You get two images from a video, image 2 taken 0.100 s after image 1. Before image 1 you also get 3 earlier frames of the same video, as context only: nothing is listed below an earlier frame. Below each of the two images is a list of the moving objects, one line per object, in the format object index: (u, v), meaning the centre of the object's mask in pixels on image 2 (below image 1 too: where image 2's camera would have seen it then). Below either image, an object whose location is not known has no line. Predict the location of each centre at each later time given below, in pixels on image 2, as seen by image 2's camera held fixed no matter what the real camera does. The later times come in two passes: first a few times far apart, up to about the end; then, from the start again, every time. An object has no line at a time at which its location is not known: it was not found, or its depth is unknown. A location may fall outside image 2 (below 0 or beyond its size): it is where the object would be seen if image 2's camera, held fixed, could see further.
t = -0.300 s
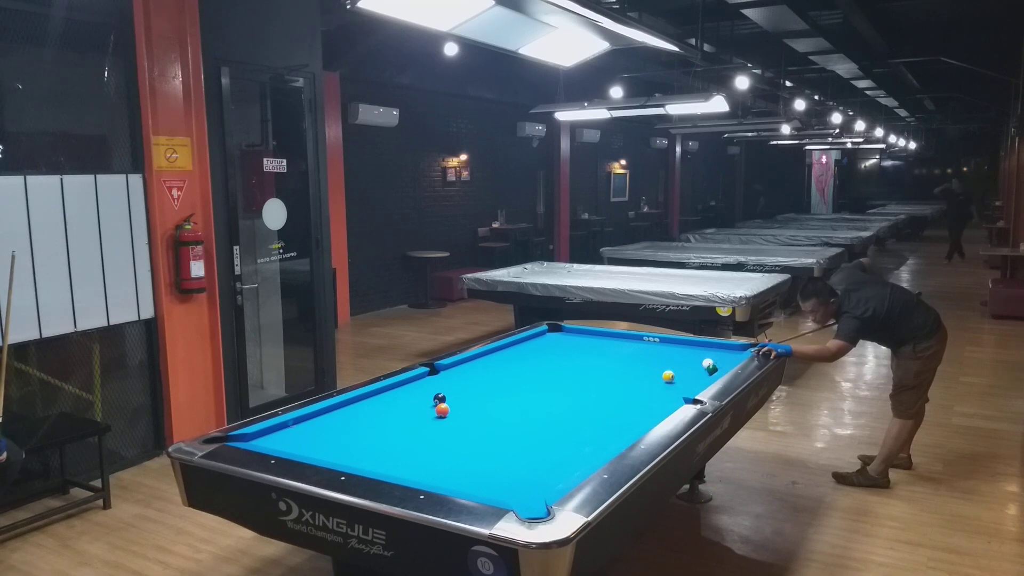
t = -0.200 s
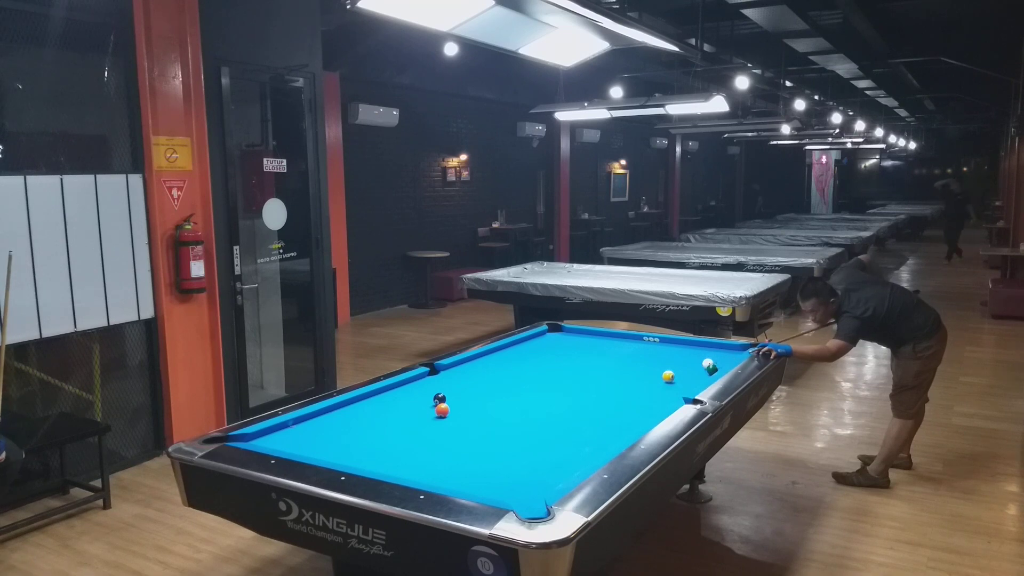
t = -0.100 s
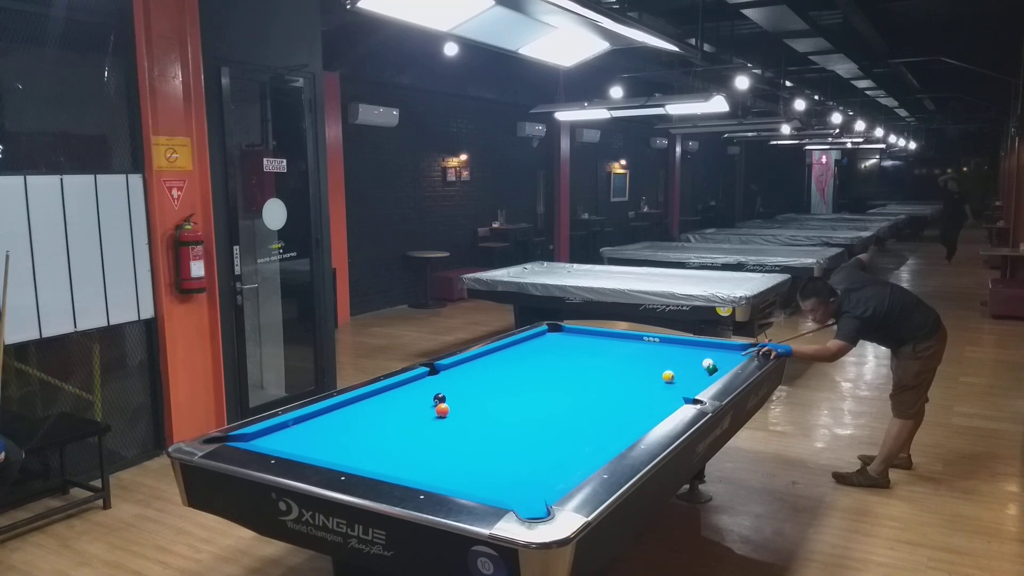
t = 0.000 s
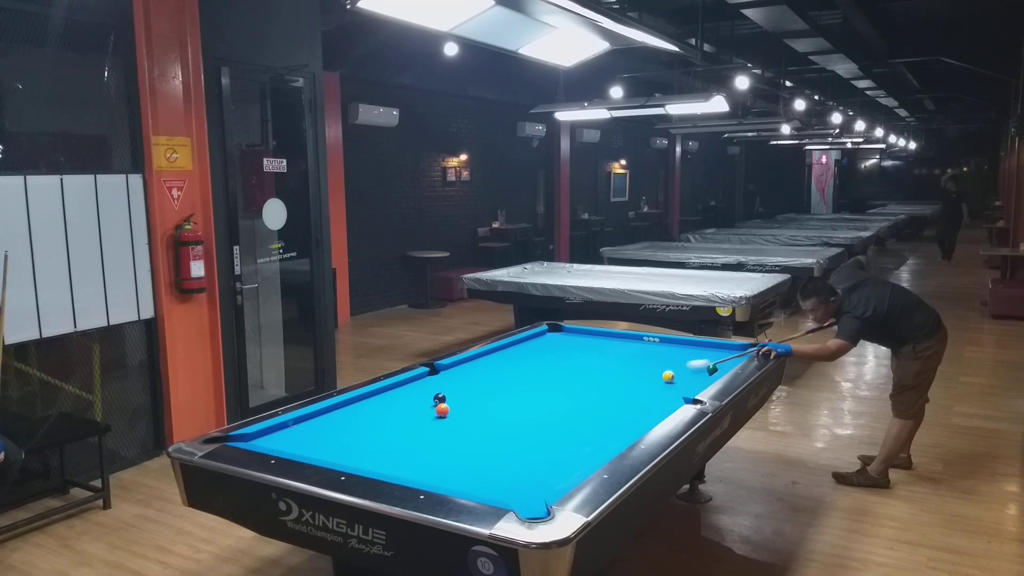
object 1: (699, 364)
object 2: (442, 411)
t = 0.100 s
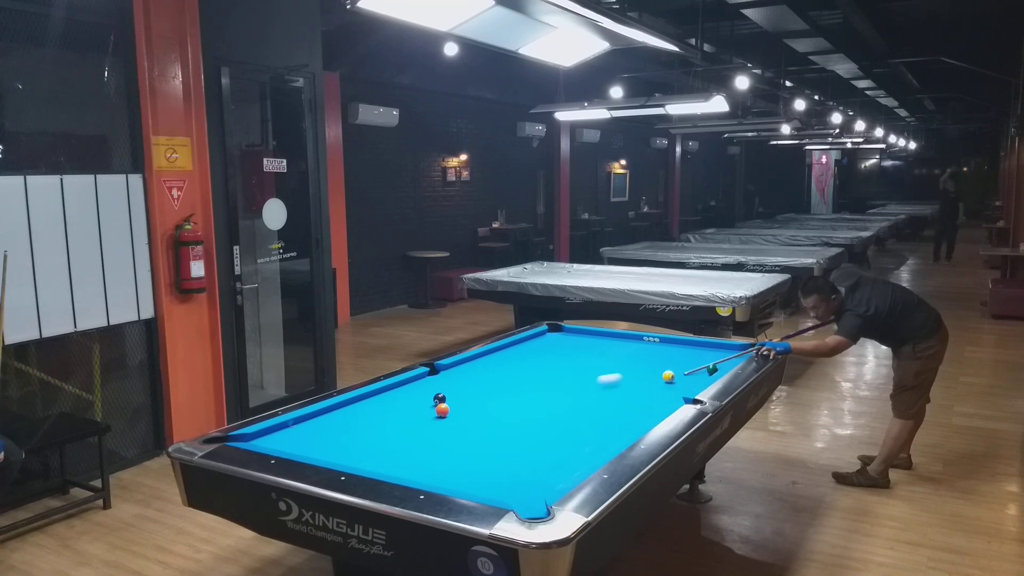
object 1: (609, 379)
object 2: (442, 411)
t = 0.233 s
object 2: (442, 411)
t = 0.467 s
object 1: (455, 418)
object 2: (259, 438)
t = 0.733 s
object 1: (449, 431)
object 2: (338, 407)
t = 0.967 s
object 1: (443, 443)
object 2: (391, 389)
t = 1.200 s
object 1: (436, 455)
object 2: (435, 374)
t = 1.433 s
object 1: (430, 469)
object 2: (473, 362)
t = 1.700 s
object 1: (431, 478)
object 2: (511, 349)
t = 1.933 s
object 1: (454, 476)
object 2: (539, 340)
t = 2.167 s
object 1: (477, 473)
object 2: (565, 332)
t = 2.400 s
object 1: (498, 470)
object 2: (560, 334)
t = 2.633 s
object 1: (516, 468)
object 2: (547, 338)
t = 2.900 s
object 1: (536, 466)
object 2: (532, 343)
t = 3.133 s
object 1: (551, 464)
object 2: (518, 347)
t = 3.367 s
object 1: (565, 462)
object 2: (504, 352)
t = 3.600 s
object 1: (577, 461)
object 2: (490, 356)
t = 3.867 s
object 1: (588, 457)
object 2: (473, 362)
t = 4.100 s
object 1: (587, 456)
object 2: (459, 367)
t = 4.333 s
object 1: (587, 455)
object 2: (444, 372)
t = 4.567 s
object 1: (586, 455)
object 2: (429, 377)
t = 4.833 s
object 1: (585, 454)
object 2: (411, 384)
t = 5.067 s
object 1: (585, 454)
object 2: (396, 389)
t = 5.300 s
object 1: (585, 454)
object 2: (381, 395)
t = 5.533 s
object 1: (585, 454)
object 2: (365, 400)
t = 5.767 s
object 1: (585, 453)
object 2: (350, 406)
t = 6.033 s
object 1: (585, 454)
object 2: (332, 413)
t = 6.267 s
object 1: (585, 454)
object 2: (316, 419)
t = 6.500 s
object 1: (585, 454)
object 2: (300, 425)
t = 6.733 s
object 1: (585, 454)
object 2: (284, 431)
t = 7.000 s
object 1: (585, 454)
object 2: (265, 438)
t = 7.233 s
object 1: (585, 454)
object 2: (250, 440)
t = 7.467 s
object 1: (585, 454)
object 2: (246, 439)
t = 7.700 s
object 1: (585, 454)
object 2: (244, 438)
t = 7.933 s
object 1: (585, 454)
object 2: (244, 438)
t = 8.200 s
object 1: (585, 454)
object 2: (244, 439)
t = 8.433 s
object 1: (585, 454)
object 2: (243, 439)
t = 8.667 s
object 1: (585, 454)
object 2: (243, 439)
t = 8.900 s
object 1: (585, 454)
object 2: (243, 440)
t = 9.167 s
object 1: (585, 454)
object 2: (243, 440)
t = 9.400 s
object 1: (585, 454)
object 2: (243, 440)
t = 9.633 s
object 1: (585, 454)
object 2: (243, 440)
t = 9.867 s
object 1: (585, 454)
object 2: (243, 440)
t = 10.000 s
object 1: (585, 454)
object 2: (243, 440)
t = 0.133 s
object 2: (442, 411)
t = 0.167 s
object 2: (442, 411)
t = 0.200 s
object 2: (442, 411)
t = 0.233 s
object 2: (442, 411)
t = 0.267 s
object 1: (455, 408)
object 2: (424, 412)
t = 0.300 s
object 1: (456, 409)
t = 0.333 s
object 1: (457, 412)
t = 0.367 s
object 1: (457, 414)
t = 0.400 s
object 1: (457, 415)
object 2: (264, 434)
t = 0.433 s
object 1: (456, 417)
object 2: (249, 439)
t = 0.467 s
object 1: (455, 418)
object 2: (259, 438)
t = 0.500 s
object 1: (454, 420)
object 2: (271, 434)
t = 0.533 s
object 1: (454, 422)
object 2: (283, 429)
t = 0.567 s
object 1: (453, 423)
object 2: (294, 425)
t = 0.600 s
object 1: (452, 425)
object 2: (304, 421)
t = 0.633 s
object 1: (451, 427)
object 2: (313, 417)
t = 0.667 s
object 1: (450, 428)
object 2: (322, 413)
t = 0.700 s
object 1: (450, 430)
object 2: (330, 410)
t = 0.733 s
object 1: (449, 431)
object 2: (338, 407)
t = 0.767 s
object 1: (448, 433)
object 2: (346, 404)
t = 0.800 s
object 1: (447, 435)
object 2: (354, 402)
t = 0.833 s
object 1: (447, 437)
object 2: (362, 399)
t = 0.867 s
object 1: (446, 438)
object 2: (369, 397)
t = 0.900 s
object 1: (445, 439)
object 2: (376, 394)
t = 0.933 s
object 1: (444, 441)
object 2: (384, 391)
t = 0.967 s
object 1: (443, 443)
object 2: (391, 389)
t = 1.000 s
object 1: (442, 445)
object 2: (397, 387)
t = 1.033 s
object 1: (441, 446)
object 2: (404, 385)
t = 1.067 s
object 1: (441, 448)
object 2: (410, 383)
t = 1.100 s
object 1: (439, 450)
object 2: (417, 380)
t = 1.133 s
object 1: (438, 452)
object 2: (423, 378)
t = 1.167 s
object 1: (437, 453)
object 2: (429, 376)
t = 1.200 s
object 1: (436, 455)
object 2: (435, 374)
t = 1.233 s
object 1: (435, 457)
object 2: (441, 372)
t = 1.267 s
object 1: (435, 459)
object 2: (447, 371)
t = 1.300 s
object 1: (434, 461)
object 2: (452, 369)
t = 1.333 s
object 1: (433, 463)
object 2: (458, 367)
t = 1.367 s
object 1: (432, 465)
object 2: (463, 365)
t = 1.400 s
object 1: (431, 467)
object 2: (468, 363)
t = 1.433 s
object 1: (430, 469)
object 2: (473, 362)
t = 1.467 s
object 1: (429, 470)
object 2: (478, 360)
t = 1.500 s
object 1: (428, 473)
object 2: (483, 358)
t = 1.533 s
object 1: (427, 474)
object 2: (488, 357)
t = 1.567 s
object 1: (426, 475)
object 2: (493, 355)
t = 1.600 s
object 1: (425, 476)
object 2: (497, 354)
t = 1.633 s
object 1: (424, 477)
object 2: (502, 352)
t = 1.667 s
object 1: (427, 478)
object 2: (506, 351)
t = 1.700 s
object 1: (431, 478)
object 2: (511, 349)
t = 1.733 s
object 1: (434, 478)
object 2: (515, 348)
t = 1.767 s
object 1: (437, 477)
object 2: (519, 346)
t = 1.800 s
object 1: (441, 477)
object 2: (524, 345)
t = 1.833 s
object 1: (444, 477)
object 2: (528, 344)
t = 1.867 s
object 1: (448, 477)
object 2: (532, 343)
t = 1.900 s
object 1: (451, 477)
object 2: (536, 341)
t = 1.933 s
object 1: (454, 476)
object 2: (539, 340)
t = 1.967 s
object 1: (458, 476)
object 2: (543, 339)
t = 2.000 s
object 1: (461, 476)
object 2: (547, 338)
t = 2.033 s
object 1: (464, 475)
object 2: (551, 336)
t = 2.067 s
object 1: (467, 475)
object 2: (554, 335)
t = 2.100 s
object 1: (471, 474)
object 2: (558, 334)
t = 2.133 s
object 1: (474, 474)
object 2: (561, 333)
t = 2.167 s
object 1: (477, 473)
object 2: (565, 332)
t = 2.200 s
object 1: (480, 473)
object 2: (568, 331)
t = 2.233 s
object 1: (483, 472)
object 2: (569, 330)
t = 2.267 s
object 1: (486, 472)
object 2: (568, 331)
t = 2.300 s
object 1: (489, 472)
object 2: (566, 332)
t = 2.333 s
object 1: (491, 471)
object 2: (564, 332)
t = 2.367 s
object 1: (494, 471)
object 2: (562, 333)
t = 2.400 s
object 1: (498, 470)
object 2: (560, 334)
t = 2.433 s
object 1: (500, 470)
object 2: (558, 334)
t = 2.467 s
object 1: (503, 470)
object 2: (557, 335)
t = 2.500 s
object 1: (506, 469)
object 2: (555, 335)
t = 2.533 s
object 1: (508, 469)
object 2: (553, 336)
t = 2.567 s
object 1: (511, 469)
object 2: (551, 336)
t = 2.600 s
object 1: (513, 468)
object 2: (549, 337)
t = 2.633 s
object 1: (516, 468)
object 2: (547, 338)
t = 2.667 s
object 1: (519, 468)
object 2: (545, 338)
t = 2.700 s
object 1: (521, 467)
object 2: (543, 339)
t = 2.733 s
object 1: (523, 467)
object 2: (542, 339)
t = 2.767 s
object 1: (526, 467)
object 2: (540, 340)
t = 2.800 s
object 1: (529, 466)
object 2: (538, 341)
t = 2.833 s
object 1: (531, 466)
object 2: (536, 341)
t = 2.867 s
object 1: (533, 466)
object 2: (534, 342)
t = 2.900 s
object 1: (536, 466)
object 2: (532, 343)
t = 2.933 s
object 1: (538, 465)
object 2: (530, 343)
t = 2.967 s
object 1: (540, 465)
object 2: (528, 344)
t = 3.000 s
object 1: (543, 465)
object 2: (526, 344)
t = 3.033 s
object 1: (545, 464)
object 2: (524, 345)
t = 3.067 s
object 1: (547, 464)
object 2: (522, 346)
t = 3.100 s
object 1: (549, 464)
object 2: (520, 346)
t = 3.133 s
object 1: (551, 464)
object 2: (518, 347)
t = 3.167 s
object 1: (553, 463)
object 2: (516, 348)
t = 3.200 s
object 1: (555, 463)
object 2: (514, 348)
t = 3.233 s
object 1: (557, 462)
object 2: (512, 349)
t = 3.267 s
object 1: (559, 462)
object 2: (510, 350)
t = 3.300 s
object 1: (561, 462)
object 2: (508, 350)
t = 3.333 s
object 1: (563, 462)
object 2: (506, 351)
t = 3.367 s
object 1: (565, 462)
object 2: (504, 352)
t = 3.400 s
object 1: (567, 462)
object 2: (502, 352)
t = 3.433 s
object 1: (569, 462)
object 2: (500, 353)
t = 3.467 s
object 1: (571, 461)
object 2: (498, 354)
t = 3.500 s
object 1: (573, 461)
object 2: (496, 354)
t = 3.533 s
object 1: (574, 461)
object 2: (494, 355)
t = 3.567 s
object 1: (576, 461)
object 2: (492, 356)
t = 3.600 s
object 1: (577, 461)
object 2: (490, 356)
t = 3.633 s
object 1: (579, 460)
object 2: (488, 357)
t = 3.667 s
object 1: (581, 460)
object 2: (486, 358)
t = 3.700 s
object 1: (582, 459)
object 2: (484, 358)
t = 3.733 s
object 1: (584, 459)
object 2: (481, 359)
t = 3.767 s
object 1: (585, 458)
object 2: (479, 360)
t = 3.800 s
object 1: (587, 458)
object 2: (477, 360)
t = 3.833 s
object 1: (588, 457)
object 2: (475, 361)
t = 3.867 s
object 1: (588, 457)
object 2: (473, 362)
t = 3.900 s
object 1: (588, 456)
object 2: (471, 362)
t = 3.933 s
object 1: (588, 457)
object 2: (469, 363)
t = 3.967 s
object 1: (588, 457)
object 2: (467, 364)
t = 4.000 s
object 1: (588, 457)
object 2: (465, 365)
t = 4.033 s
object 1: (588, 456)
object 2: (463, 365)
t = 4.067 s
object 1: (588, 456)
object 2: (461, 366)
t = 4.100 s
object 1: (587, 456)
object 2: (459, 367)
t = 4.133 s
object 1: (587, 456)
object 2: (456, 368)
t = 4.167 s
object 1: (587, 456)
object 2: (454, 368)
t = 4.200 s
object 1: (587, 455)
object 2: (452, 369)
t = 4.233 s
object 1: (587, 455)
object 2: (450, 370)
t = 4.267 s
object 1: (587, 455)
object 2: (448, 371)
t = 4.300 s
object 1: (587, 455)
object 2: (446, 371)
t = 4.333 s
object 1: (587, 455)
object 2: (444, 372)
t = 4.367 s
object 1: (586, 455)
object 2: (442, 373)
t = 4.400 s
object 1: (586, 455)
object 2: (440, 373)
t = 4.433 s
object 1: (586, 455)
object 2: (437, 374)
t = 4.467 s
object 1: (586, 455)
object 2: (435, 375)
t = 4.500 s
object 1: (586, 454)
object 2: (433, 376)
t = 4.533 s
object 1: (586, 455)
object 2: (431, 376)
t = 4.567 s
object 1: (586, 455)
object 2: (429, 377)
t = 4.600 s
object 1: (586, 454)
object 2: (427, 378)
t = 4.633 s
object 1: (585, 454)
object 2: (425, 379)
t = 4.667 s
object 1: (586, 454)
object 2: (422, 379)
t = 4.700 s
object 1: (585, 454)
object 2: (420, 380)
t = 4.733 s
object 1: (585, 454)
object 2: (418, 381)
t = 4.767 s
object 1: (585, 454)
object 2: (416, 382)
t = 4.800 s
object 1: (585, 454)
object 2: (414, 383)
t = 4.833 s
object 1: (585, 454)
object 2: (411, 384)
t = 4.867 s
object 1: (585, 454)
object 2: (409, 384)
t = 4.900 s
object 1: (585, 454)
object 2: (407, 385)
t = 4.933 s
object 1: (585, 454)
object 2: (405, 386)
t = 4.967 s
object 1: (585, 454)
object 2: (403, 387)
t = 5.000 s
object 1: (585, 454)
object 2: (401, 387)
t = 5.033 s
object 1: (585, 454)
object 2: (398, 388)
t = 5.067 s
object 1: (585, 454)
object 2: (396, 389)
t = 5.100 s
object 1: (585, 454)
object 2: (394, 390)
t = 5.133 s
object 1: (585, 454)
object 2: (392, 391)
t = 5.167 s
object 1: (585, 454)
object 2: (390, 391)
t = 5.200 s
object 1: (585, 453)
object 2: (387, 392)
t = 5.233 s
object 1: (585, 454)
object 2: (385, 393)
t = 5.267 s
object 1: (585, 454)
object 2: (383, 394)
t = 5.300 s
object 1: (585, 454)
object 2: (381, 395)
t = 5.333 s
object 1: (585, 454)
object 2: (379, 395)
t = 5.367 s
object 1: (585, 454)
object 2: (376, 396)
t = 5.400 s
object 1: (585, 454)
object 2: (374, 397)
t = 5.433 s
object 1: (585, 454)
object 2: (372, 398)
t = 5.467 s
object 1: (585, 454)
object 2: (370, 399)
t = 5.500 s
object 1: (585, 454)
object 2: (368, 399)
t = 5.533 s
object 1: (585, 454)
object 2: (365, 400)
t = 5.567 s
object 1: (585, 454)
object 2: (364, 401)
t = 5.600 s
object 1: (585, 454)
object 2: (361, 402)
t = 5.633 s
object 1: (585, 454)
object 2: (359, 403)
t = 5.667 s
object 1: (585, 454)
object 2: (357, 404)
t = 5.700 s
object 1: (585, 454)
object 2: (355, 404)
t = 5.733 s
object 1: (585, 454)
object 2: (352, 405)
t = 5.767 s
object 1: (585, 453)
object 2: (350, 406)
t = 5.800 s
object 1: (585, 454)
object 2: (348, 407)
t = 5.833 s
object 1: (585, 454)
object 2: (346, 408)
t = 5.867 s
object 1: (585, 454)
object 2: (343, 409)
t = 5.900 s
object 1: (585, 454)
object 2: (341, 410)
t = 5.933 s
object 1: (585, 454)
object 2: (339, 410)
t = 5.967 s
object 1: (585, 453)
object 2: (336, 411)
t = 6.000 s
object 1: (585, 454)
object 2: (334, 412)
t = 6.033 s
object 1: (585, 454)
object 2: (332, 413)
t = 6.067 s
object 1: (585, 454)
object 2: (330, 414)
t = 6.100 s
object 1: (585, 454)
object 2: (327, 415)
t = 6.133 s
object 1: (585, 454)
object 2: (325, 416)
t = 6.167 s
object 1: (585, 454)
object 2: (323, 417)
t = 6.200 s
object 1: (585, 454)
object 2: (321, 417)
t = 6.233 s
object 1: (585, 454)
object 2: (318, 418)
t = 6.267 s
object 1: (585, 454)
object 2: (316, 419)
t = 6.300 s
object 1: (585, 454)
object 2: (314, 420)
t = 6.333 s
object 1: (585, 454)
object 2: (311, 421)
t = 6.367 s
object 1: (585, 454)
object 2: (309, 422)
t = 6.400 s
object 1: (585, 454)
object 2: (307, 423)
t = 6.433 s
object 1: (585, 454)
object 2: (304, 423)
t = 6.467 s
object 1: (585, 454)
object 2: (302, 424)
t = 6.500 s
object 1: (585, 454)
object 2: (300, 425)
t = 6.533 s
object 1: (585, 454)
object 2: (298, 426)
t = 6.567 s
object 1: (585, 454)
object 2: (295, 427)
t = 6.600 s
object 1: (585, 454)
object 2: (293, 428)
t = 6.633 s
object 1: (585, 454)
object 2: (291, 429)
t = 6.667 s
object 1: (585, 454)
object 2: (289, 429)
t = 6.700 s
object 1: (585, 454)
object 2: (286, 430)
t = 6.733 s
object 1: (585, 454)
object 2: (284, 431)
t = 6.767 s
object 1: (585, 454)
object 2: (282, 432)
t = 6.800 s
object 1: (585, 454)
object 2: (279, 433)
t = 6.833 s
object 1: (585, 454)
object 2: (277, 434)
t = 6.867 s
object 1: (585, 454)
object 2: (275, 435)
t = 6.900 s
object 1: (585, 454)
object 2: (272, 435)
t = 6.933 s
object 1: (585, 454)
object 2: (270, 437)
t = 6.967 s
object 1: (585, 454)
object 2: (268, 437)
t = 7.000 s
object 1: (585, 454)
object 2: (265, 438)
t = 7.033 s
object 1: (585, 454)
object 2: (263, 438)
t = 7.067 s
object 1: (585, 454)
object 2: (261, 439)
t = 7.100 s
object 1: (585, 454)
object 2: (259, 439)
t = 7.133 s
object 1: (585, 454)
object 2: (256, 439)
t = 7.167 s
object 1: (585, 454)
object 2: (254, 440)
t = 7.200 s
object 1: (585, 454)
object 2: (252, 440)
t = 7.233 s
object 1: (585, 454)
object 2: (250, 440)
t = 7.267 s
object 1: (585, 454)
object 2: (249, 440)
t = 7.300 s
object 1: (585, 454)
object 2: (248, 440)
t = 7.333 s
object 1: (585, 454)
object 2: (248, 440)
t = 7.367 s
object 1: (585, 454)
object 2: (247, 439)
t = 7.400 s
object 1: (585, 454)
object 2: (247, 439)
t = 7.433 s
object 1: (585, 454)
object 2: (247, 439)
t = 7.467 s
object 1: (585, 454)
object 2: (246, 439)
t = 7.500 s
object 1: (585, 454)
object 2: (246, 438)
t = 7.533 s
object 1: (585, 454)
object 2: (246, 438)
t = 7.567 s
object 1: (585, 454)
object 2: (245, 438)
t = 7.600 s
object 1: (585, 454)
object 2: (245, 438)
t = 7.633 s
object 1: (585, 454)
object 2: (244, 437)
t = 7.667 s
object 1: (585, 454)
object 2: (244, 437)
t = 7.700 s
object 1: (585, 454)
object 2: (244, 438)
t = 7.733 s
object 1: (585, 454)
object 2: (244, 438)
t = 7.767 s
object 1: (585, 454)
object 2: (244, 438)
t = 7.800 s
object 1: (585, 454)
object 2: (244, 438)
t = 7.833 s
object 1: (585, 454)
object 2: (244, 438)
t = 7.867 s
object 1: (585, 454)
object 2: (244, 438)
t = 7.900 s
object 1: (585, 454)
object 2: (244, 438)
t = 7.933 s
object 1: (585, 454)
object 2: (244, 438)
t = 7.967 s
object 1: (585, 454)
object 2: (244, 438)
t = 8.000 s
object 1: (585, 454)
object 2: (244, 438)
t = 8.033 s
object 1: (585, 454)
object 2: (244, 438)
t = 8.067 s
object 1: (585, 454)
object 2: (244, 438)
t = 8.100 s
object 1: (585, 454)
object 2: (244, 439)
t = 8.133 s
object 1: (585, 454)
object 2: (244, 439)
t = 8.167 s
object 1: (585, 454)
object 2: (244, 439)
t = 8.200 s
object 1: (585, 454)
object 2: (244, 439)
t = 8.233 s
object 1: (585, 454)
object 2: (244, 439)
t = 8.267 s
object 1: (585, 454)
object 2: (244, 439)
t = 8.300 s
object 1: (585, 454)
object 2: (244, 439)
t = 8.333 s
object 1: (585, 453)
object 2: (244, 439)
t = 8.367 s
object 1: (585, 454)
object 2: (244, 439)
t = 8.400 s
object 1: (585, 454)
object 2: (244, 439)
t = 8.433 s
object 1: (585, 454)
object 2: (243, 439)
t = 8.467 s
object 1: (585, 454)
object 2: (243, 439)
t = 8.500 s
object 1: (585, 454)
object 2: (243, 439)
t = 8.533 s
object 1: (585, 454)
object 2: (243, 439)
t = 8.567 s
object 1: (585, 454)
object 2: (243, 439)
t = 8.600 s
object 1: (585, 454)
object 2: (243, 439)
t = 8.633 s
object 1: (585, 454)
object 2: (243, 439)
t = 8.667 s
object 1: (585, 454)
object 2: (243, 439)
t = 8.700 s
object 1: (585, 454)
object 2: (243, 440)
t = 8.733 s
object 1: (585, 454)
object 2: (243, 439)
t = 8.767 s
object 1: (585, 454)
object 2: (243, 439)
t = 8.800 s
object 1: (585, 454)
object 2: (243, 440)
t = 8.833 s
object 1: (585, 454)
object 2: (243, 440)
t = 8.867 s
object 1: (585, 454)
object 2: (243, 440)
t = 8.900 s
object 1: (585, 454)
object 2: (243, 440)
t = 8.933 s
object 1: (585, 454)
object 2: (243, 440)
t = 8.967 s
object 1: (585, 454)
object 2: (243, 440)
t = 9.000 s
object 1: (585, 454)
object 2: (243, 440)
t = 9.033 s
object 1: (585, 454)
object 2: (243, 440)
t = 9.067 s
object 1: (585, 454)
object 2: (243, 440)
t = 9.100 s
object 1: (585, 454)
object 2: (243, 440)
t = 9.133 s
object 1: (585, 454)
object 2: (243, 440)
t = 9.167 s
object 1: (585, 454)
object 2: (243, 440)
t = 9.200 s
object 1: (585, 454)
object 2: (243, 440)
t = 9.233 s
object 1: (585, 454)
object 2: (243, 440)
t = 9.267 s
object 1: (585, 454)
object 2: (243, 440)
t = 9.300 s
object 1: (585, 454)
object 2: (243, 440)
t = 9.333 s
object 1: (585, 454)
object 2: (243, 440)
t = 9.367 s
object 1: (585, 454)
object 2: (243, 440)
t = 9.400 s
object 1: (585, 454)
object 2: (243, 440)
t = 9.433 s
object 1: (585, 454)
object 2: (243, 440)
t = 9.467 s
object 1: (585, 454)
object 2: (243, 440)
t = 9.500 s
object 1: (585, 454)
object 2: (243, 440)
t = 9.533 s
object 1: (585, 454)
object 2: (243, 440)
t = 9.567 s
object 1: (585, 454)
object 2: (243, 440)
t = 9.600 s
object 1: (585, 454)
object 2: (243, 440)
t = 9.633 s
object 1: (585, 454)
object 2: (243, 440)
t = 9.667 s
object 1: (585, 454)
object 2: (243, 440)
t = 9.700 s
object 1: (585, 454)
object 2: (243, 440)
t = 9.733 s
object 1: (585, 454)
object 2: (243, 440)
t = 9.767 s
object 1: (585, 454)
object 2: (243, 440)
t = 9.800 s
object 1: (585, 454)
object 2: (243, 440)
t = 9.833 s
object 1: (585, 454)
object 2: (243, 440)
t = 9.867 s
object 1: (585, 454)
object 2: (243, 440)
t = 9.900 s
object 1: (585, 454)
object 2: (243, 440)
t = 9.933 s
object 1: (585, 454)
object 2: (243, 440)
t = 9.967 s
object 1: (585, 454)
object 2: (243, 440)
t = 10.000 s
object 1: (585, 454)
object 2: (243, 440)
